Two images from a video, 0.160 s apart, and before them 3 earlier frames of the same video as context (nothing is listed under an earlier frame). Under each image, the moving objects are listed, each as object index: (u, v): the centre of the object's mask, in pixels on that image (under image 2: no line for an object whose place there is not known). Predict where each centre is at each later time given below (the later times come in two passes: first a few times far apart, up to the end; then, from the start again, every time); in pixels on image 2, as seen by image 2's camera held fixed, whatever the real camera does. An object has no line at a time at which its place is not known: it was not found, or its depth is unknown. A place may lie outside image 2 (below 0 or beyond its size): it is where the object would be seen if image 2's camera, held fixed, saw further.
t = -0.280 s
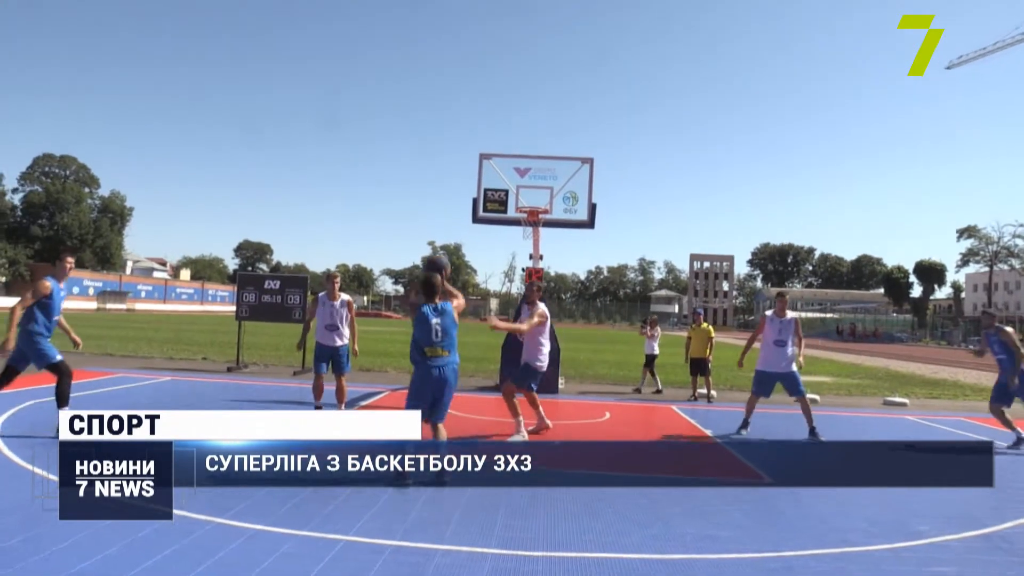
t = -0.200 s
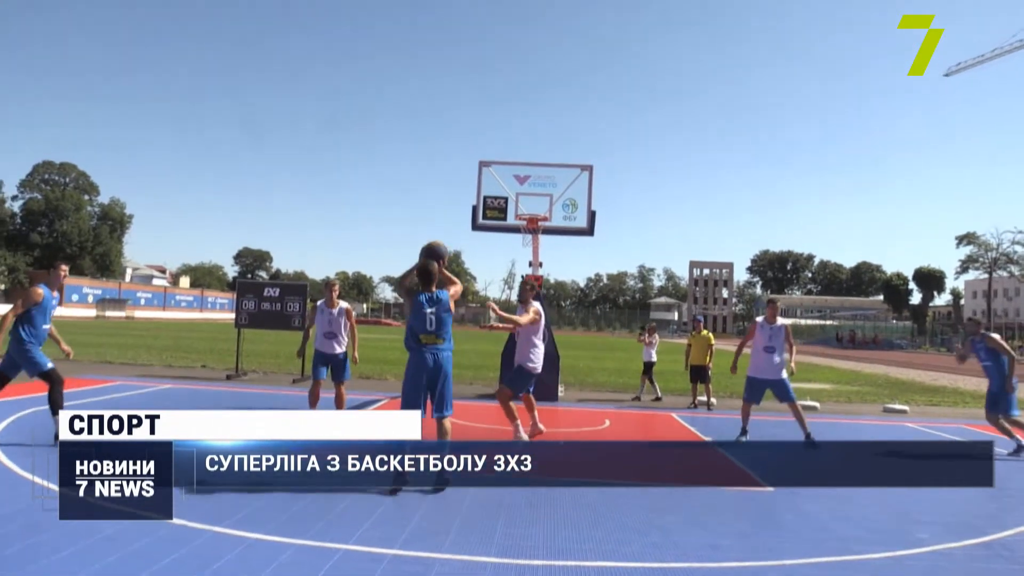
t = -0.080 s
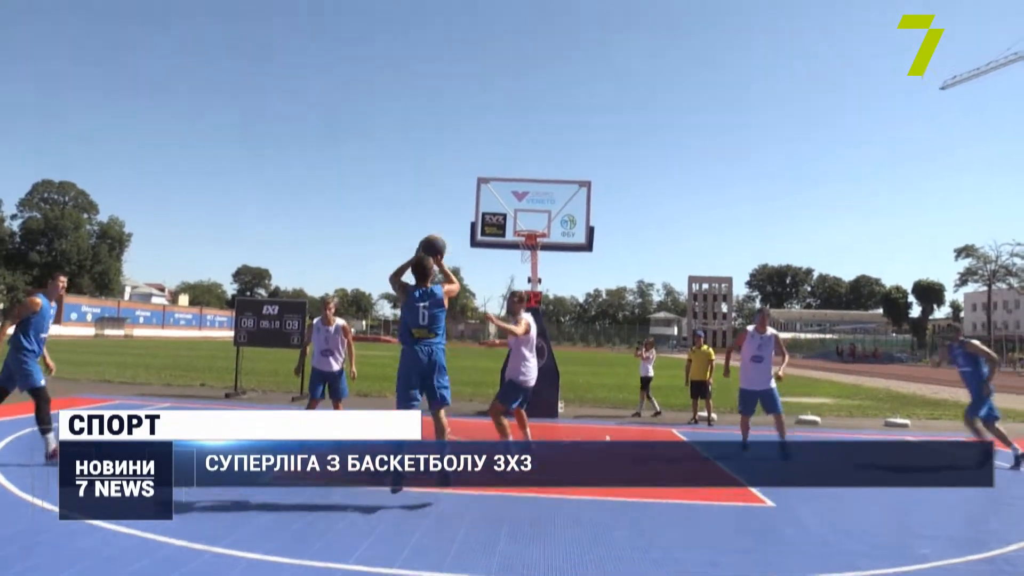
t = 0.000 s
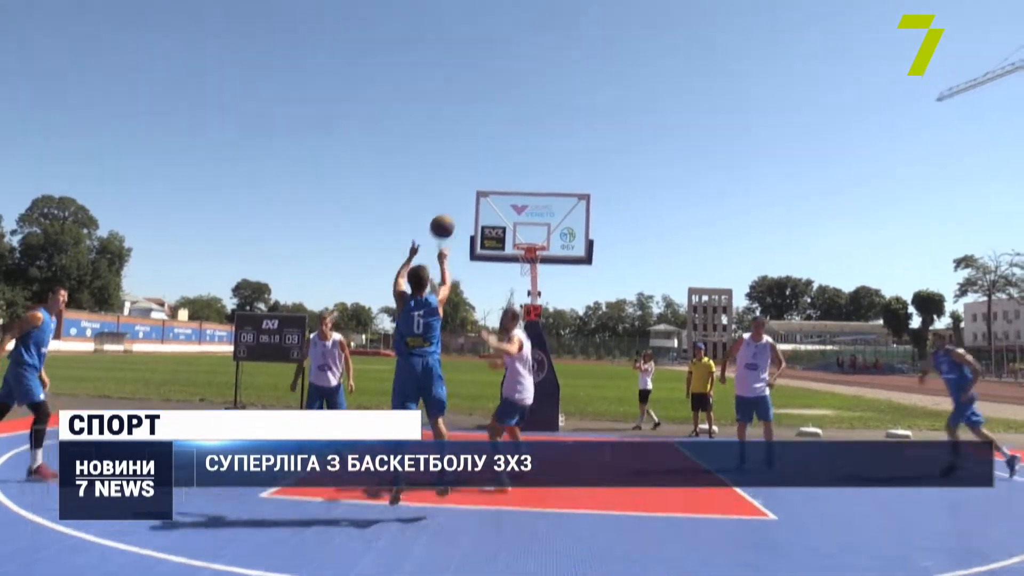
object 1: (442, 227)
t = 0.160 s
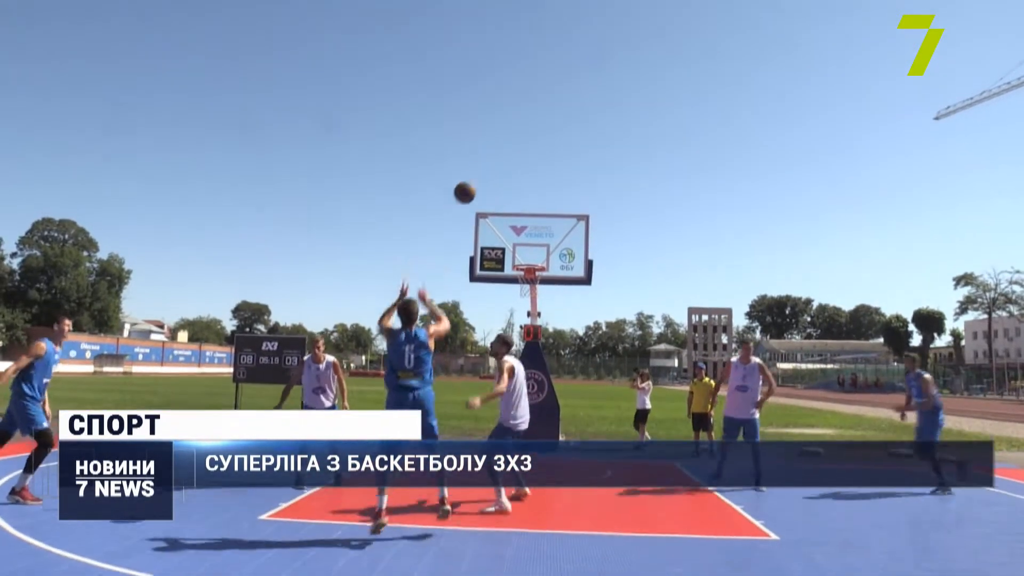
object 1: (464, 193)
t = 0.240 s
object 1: (473, 177)
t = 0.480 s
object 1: (495, 165)
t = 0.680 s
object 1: (509, 186)
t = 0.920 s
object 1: (522, 238)
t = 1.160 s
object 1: (533, 228)
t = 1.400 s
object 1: (544, 202)
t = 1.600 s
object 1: (553, 206)
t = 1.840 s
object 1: (563, 205)
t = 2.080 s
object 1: (571, 228)
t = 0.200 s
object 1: (469, 184)
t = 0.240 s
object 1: (473, 177)
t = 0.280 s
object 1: (478, 171)
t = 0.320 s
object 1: (481, 168)
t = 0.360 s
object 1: (485, 165)
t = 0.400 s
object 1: (489, 164)
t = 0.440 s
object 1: (492, 164)
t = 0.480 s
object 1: (495, 165)
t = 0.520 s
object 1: (499, 167)
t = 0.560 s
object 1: (501, 170)
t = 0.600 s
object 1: (504, 175)
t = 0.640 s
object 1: (506, 180)
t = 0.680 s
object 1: (509, 186)
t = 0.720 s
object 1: (511, 193)
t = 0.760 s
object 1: (513, 200)
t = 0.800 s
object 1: (516, 208)
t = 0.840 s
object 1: (517, 217)
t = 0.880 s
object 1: (520, 227)
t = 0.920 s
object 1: (522, 238)
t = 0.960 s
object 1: (524, 249)
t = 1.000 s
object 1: (526, 260)
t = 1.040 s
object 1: (528, 254)
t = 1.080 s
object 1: (529, 244)
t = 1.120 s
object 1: (531, 235)
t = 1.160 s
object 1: (533, 228)
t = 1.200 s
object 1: (535, 221)
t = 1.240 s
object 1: (537, 215)
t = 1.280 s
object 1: (539, 210)
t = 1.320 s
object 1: (541, 206)
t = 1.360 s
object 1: (542, 203)
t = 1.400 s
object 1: (544, 202)
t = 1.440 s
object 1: (546, 200)
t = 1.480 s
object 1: (548, 200)
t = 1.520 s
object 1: (549, 201)
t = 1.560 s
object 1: (551, 203)
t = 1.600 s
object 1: (553, 206)
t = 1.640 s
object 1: (554, 205)
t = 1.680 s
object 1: (556, 203)
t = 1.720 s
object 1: (558, 202)
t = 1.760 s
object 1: (559, 202)
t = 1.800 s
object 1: (561, 203)
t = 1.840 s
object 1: (563, 205)
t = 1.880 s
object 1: (564, 208)
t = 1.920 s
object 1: (566, 211)
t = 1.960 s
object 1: (567, 214)
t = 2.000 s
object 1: (568, 217)
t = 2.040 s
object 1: (570, 222)
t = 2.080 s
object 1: (571, 228)
